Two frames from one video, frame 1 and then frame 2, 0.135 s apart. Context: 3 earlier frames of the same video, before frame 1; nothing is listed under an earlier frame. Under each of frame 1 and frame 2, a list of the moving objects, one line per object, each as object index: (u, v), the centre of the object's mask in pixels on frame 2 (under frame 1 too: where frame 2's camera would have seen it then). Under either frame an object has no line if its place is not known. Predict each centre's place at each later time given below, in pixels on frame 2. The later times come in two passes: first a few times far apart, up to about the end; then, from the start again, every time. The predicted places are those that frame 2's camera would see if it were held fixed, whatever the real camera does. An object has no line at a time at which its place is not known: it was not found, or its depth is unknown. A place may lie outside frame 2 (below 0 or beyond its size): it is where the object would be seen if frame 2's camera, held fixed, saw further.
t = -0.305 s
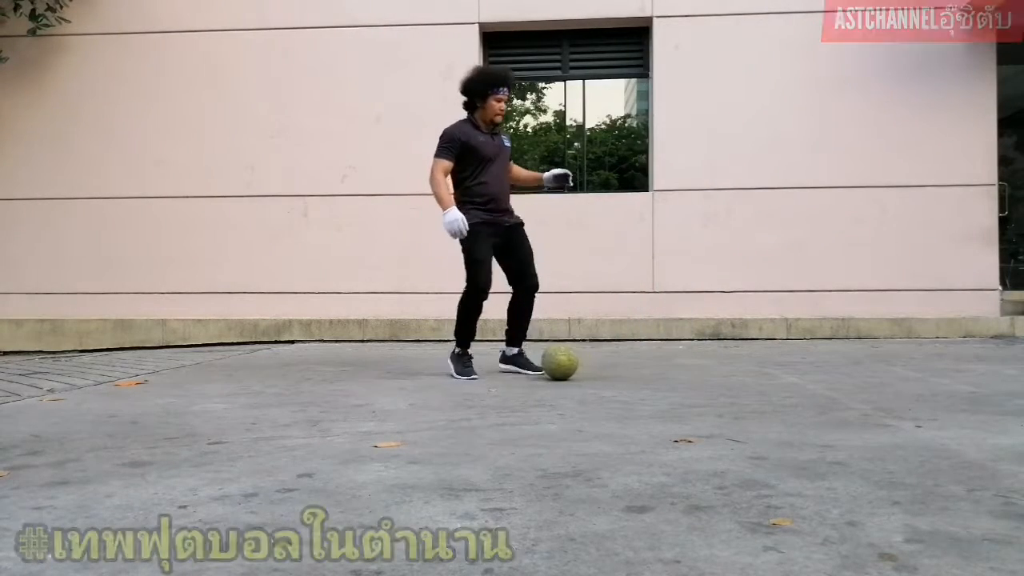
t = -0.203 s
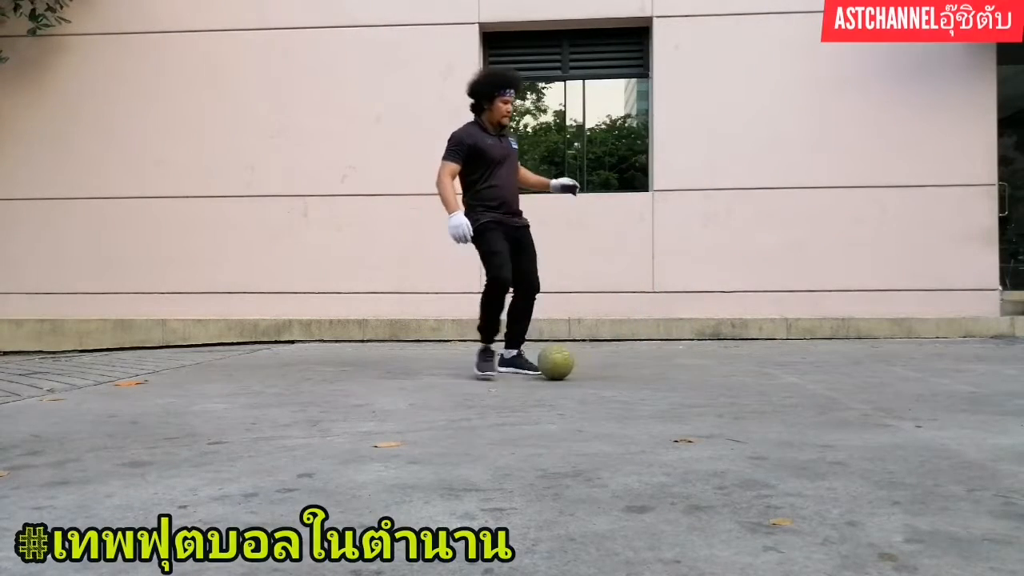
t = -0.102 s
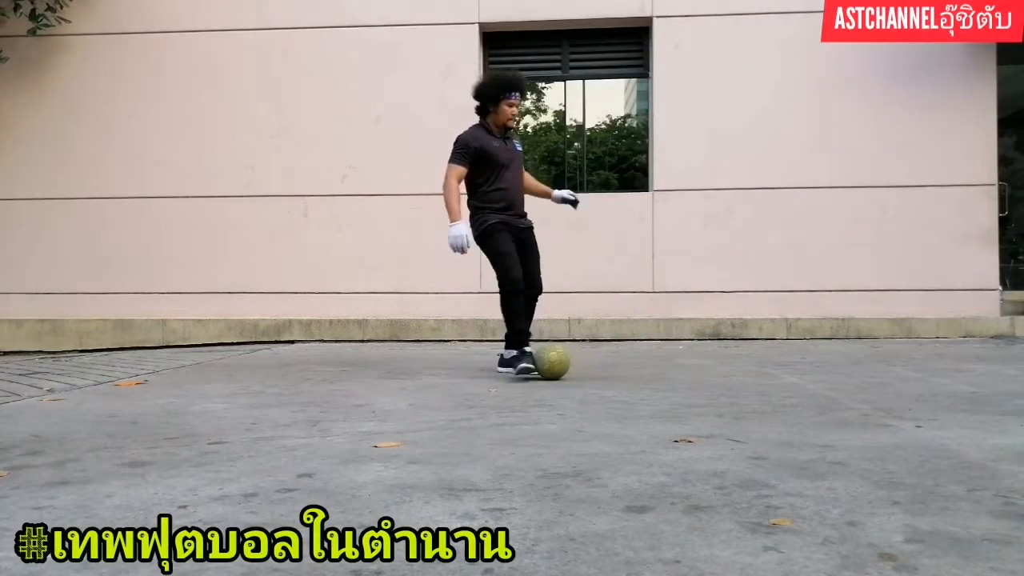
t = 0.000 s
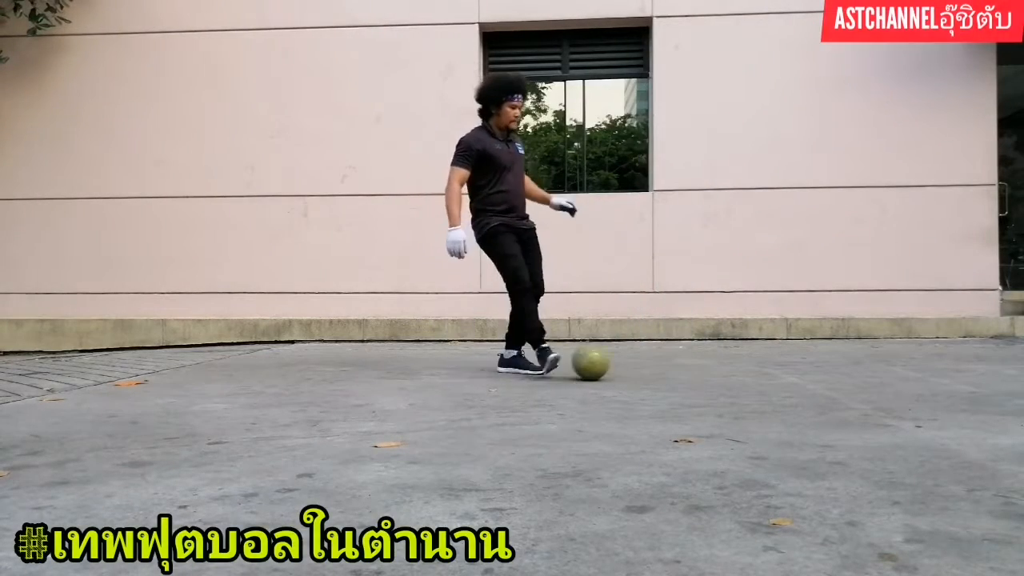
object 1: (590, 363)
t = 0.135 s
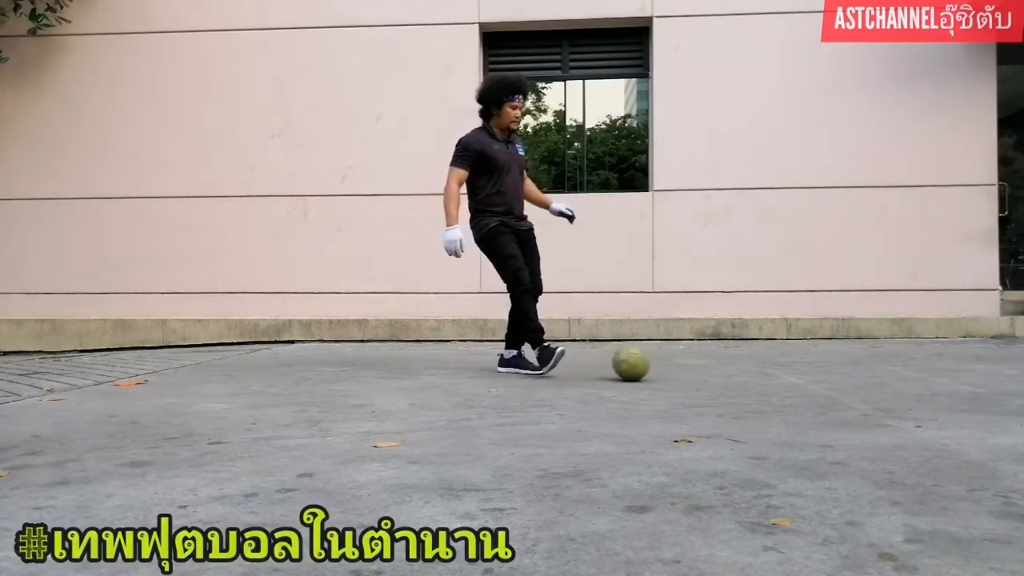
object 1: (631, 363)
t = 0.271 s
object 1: (670, 362)
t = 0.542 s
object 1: (747, 363)
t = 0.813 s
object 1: (824, 363)
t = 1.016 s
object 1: (879, 364)
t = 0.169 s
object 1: (641, 363)
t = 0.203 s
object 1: (650, 363)
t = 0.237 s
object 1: (660, 363)
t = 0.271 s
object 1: (670, 362)
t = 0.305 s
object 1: (680, 363)
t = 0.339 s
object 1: (690, 363)
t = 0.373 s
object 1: (699, 363)
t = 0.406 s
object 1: (709, 363)
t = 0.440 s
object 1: (718, 364)
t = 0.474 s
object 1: (728, 363)
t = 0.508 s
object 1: (737, 363)
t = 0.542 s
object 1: (747, 363)
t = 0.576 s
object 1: (756, 363)
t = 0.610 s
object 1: (766, 363)
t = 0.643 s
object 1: (775, 363)
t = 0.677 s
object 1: (785, 363)
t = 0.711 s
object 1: (795, 363)
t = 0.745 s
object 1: (804, 363)
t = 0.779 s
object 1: (815, 363)
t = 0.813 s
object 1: (824, 363)
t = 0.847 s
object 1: (834, 363)
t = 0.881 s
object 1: (842, 363)
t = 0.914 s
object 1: (851, 364)
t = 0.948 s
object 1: (861, 363)
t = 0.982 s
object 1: (869, 363)
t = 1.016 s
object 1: (879, 364)
